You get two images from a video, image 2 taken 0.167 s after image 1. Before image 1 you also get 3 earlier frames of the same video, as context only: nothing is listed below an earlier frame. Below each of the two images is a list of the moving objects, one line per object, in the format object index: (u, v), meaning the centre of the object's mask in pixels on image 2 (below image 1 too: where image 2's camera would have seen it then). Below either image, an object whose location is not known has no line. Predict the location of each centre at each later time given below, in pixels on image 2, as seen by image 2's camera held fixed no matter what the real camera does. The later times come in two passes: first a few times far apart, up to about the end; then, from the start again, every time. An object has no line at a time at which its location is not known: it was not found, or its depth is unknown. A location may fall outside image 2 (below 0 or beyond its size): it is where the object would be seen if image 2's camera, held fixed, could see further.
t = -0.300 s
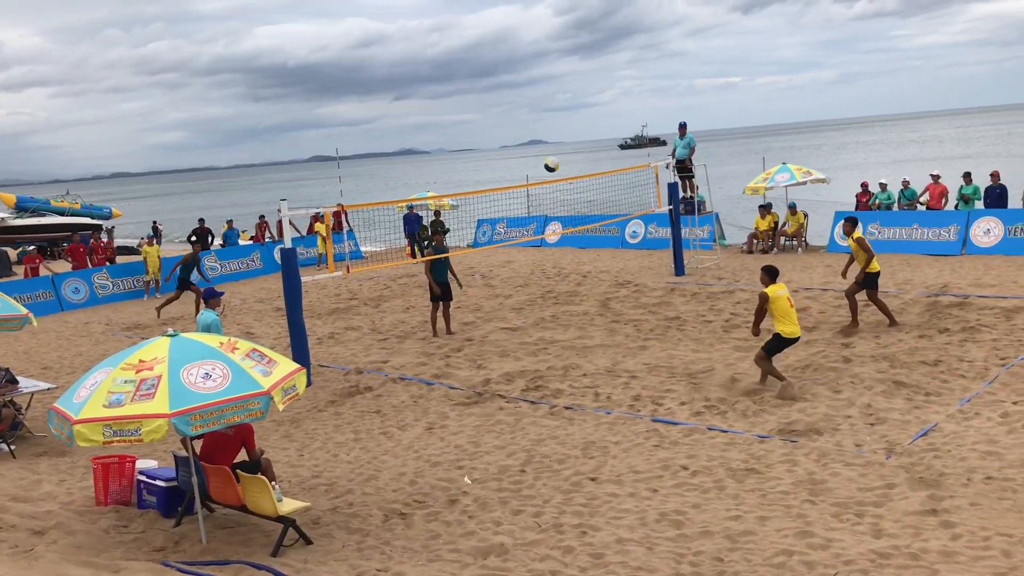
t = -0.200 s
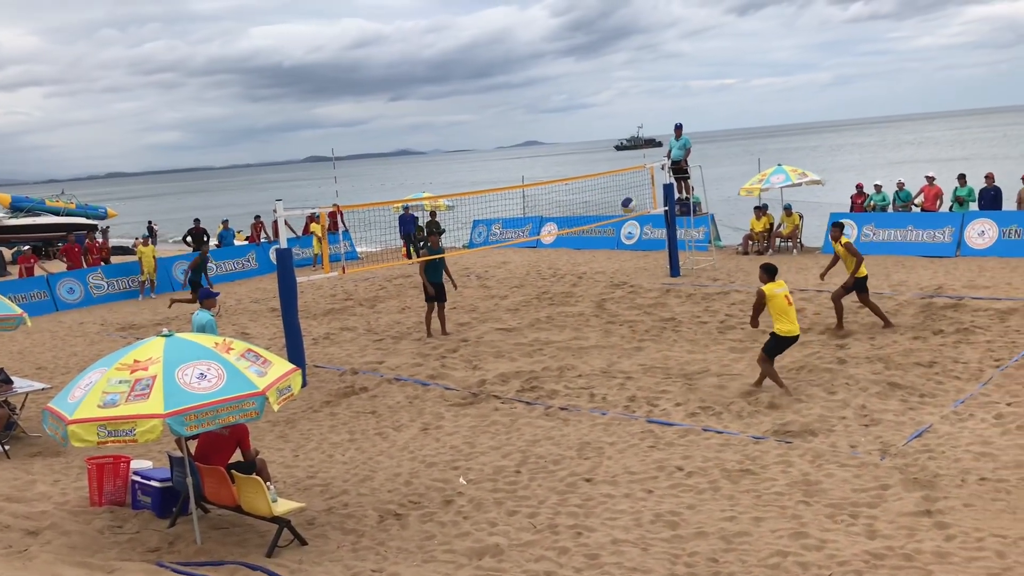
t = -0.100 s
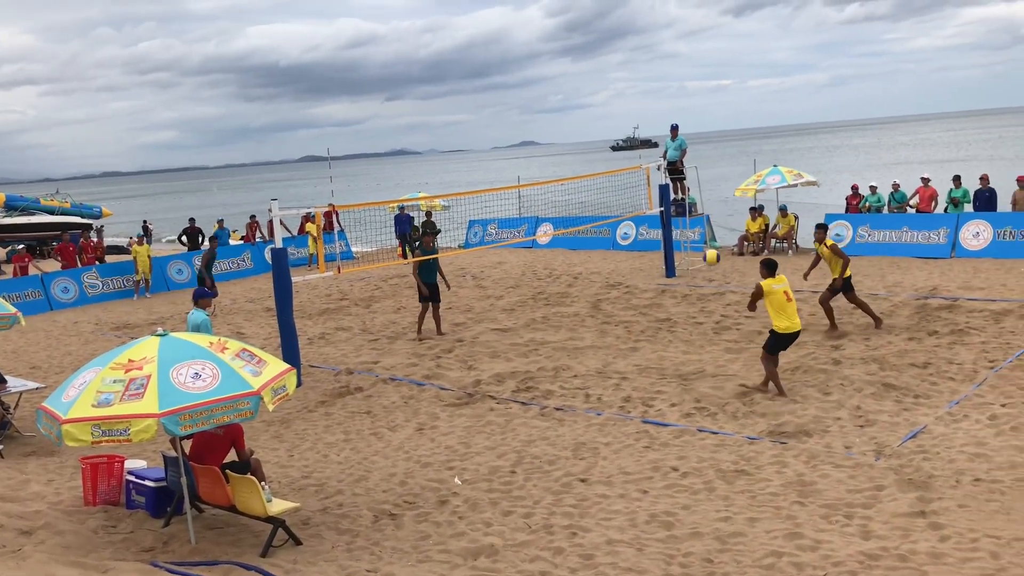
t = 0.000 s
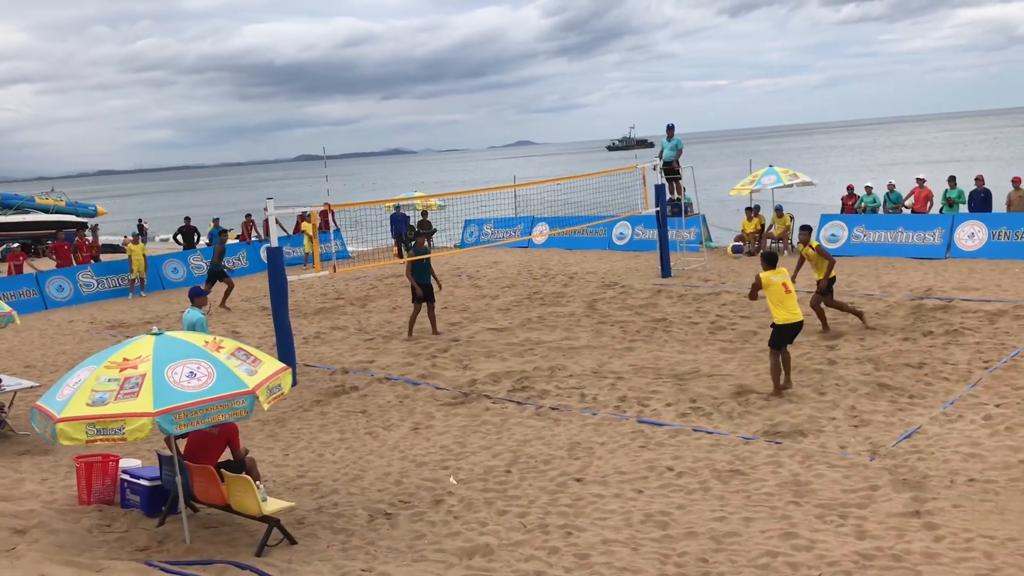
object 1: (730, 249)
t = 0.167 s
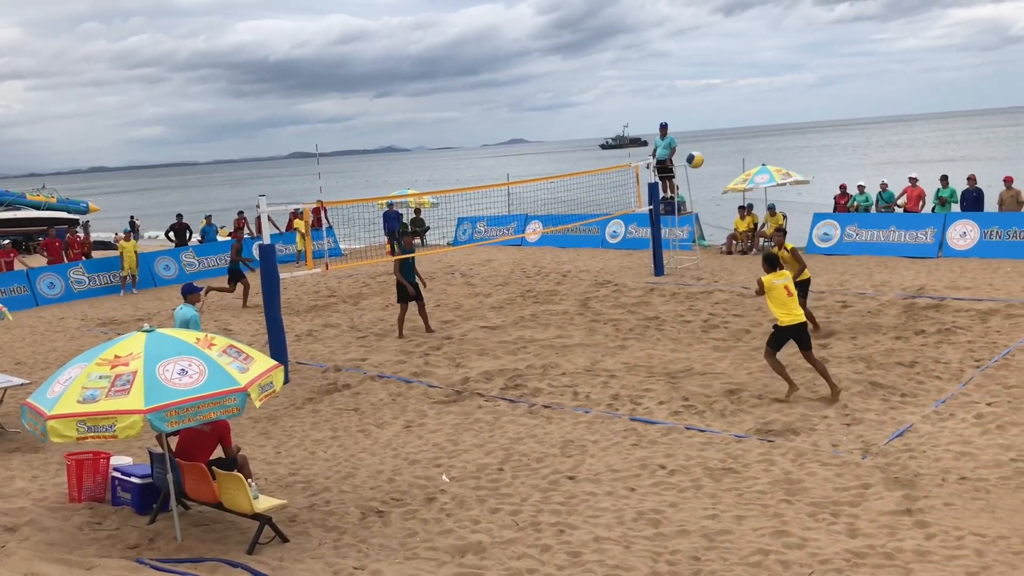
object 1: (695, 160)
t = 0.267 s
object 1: (675, 118)
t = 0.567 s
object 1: (623, 43)
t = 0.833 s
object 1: (587, 36)
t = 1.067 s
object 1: (561, 73)
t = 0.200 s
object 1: (688, 145)
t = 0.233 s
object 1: (681, 131)
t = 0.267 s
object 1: (675, 118)
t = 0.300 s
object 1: (669, 106)
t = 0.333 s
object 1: (663, 95)
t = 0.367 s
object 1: (657, 84)
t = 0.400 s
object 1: (651, 75)
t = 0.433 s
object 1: (645, 67)
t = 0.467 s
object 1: (639, 60)
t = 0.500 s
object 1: (634, 53)
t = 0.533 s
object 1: (628, 47)
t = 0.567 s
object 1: (623, 43)
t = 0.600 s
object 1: (618, 39)
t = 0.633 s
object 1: (613, 35)
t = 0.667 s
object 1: (608, 34)
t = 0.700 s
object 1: (604, 32)
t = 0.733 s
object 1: (599, 32)
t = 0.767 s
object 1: (595, 33)
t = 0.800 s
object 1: (591, 34)
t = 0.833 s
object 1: (587, 36)
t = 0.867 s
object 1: (582, 40)
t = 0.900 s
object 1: (579, 43)
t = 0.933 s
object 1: (575, 48)
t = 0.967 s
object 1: (571, 53)
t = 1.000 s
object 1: (567, 59)
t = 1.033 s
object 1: (563, 66)
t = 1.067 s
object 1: (561, 73)
